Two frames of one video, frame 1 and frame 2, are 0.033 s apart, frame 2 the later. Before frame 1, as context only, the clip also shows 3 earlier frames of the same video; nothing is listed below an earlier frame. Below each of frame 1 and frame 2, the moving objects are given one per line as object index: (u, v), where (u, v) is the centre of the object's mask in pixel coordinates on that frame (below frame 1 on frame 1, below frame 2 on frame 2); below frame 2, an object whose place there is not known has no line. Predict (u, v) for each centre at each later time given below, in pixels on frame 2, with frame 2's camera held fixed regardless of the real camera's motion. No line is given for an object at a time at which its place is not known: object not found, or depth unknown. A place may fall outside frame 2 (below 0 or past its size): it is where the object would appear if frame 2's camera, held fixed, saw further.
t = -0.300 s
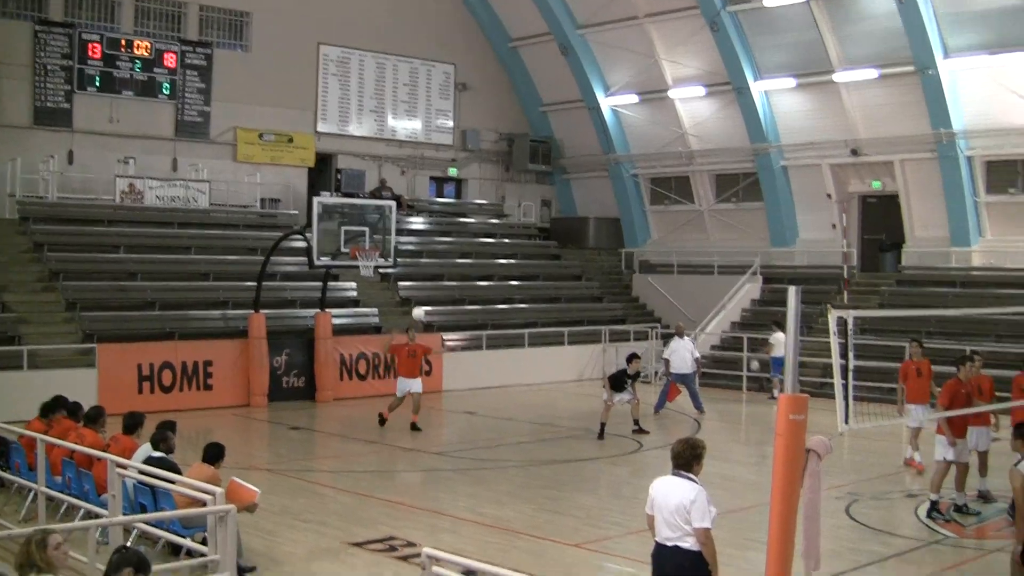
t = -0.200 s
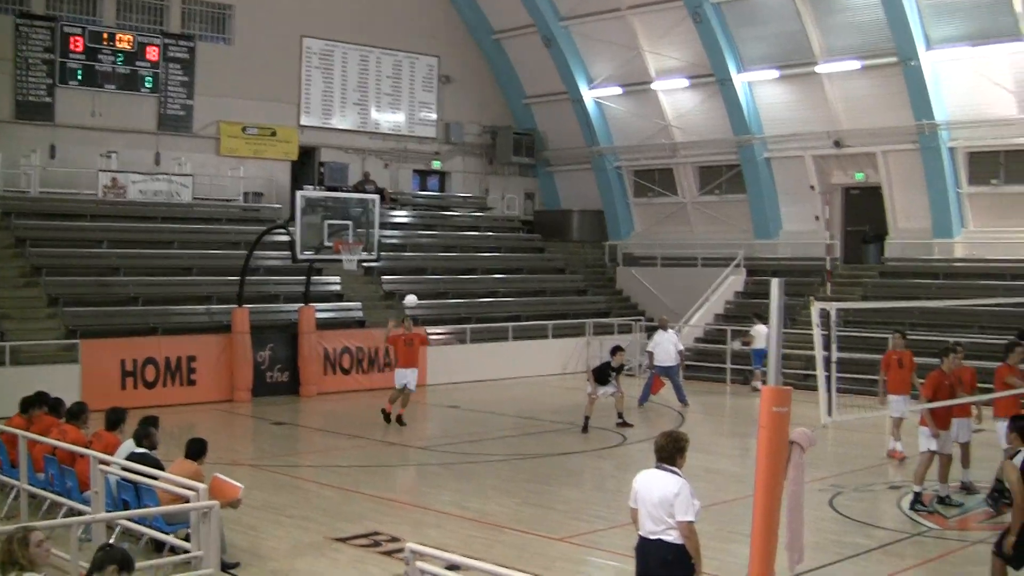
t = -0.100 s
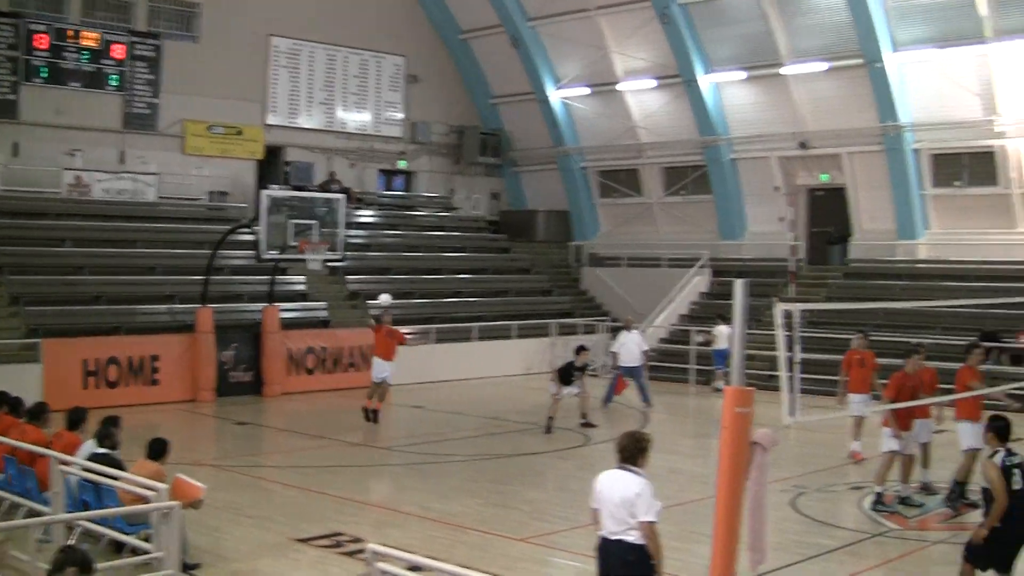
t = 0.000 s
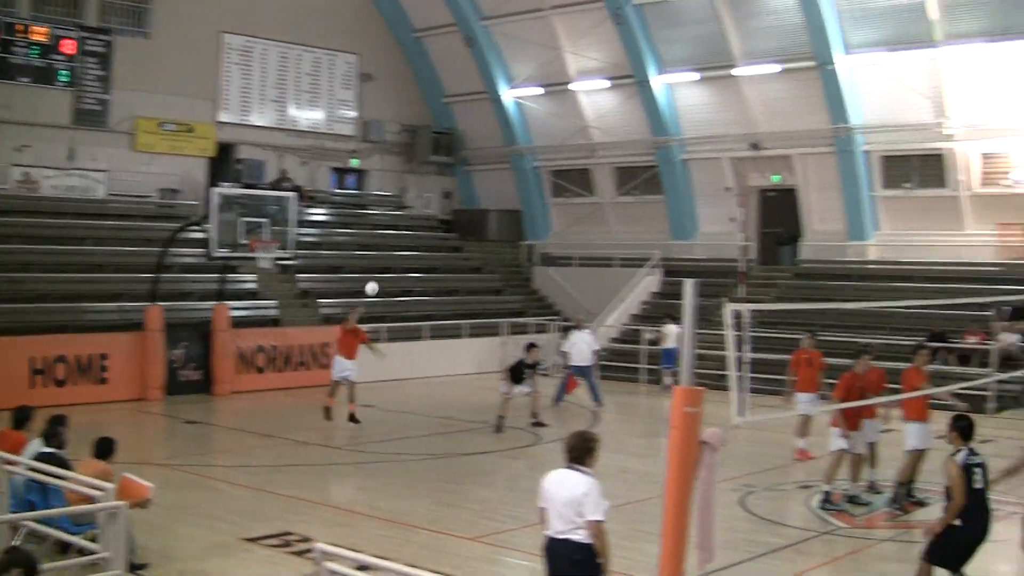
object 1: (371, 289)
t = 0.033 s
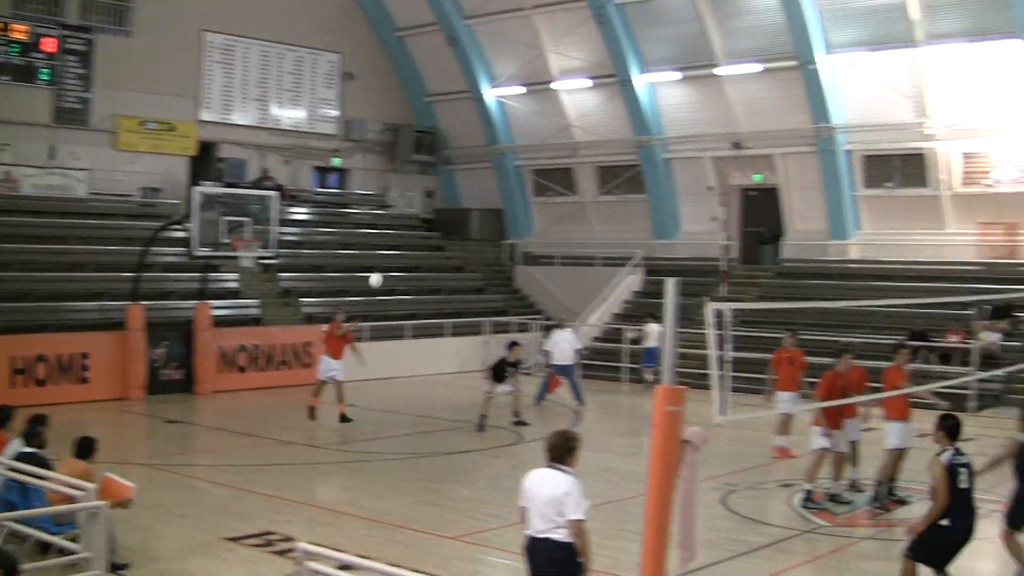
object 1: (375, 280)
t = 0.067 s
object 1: (396, 274)
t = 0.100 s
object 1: (416, 266)
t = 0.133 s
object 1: (437, 261)
